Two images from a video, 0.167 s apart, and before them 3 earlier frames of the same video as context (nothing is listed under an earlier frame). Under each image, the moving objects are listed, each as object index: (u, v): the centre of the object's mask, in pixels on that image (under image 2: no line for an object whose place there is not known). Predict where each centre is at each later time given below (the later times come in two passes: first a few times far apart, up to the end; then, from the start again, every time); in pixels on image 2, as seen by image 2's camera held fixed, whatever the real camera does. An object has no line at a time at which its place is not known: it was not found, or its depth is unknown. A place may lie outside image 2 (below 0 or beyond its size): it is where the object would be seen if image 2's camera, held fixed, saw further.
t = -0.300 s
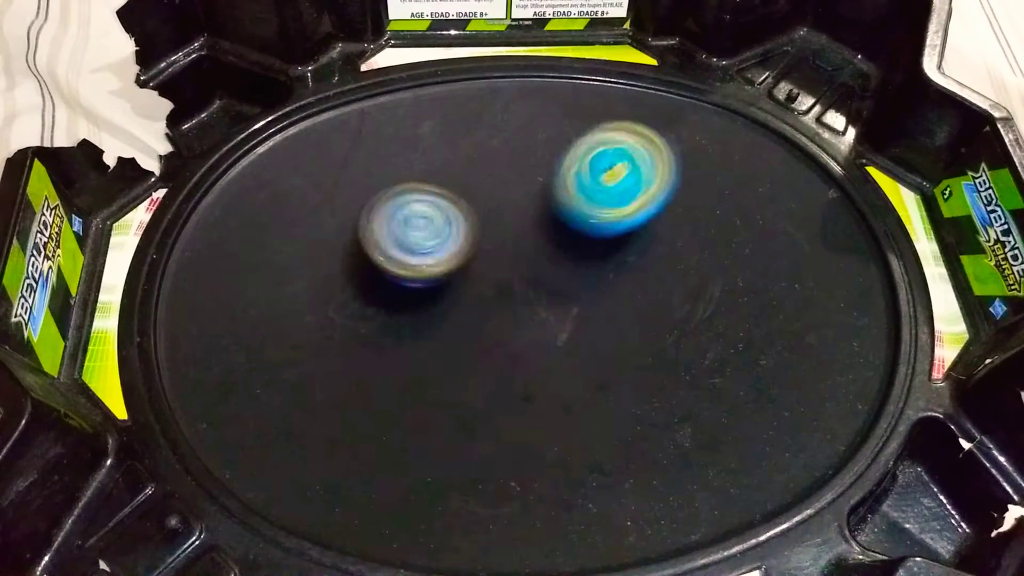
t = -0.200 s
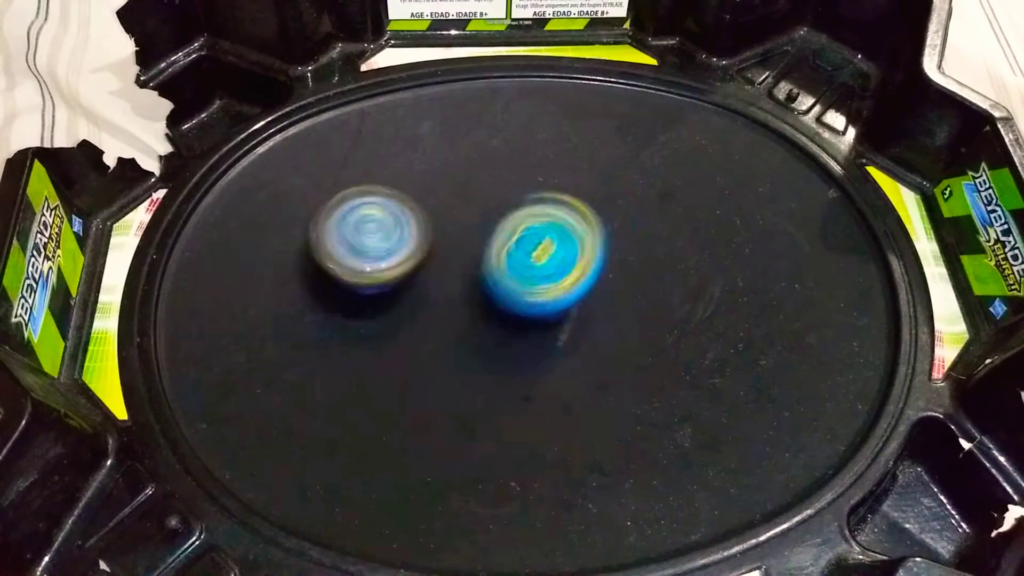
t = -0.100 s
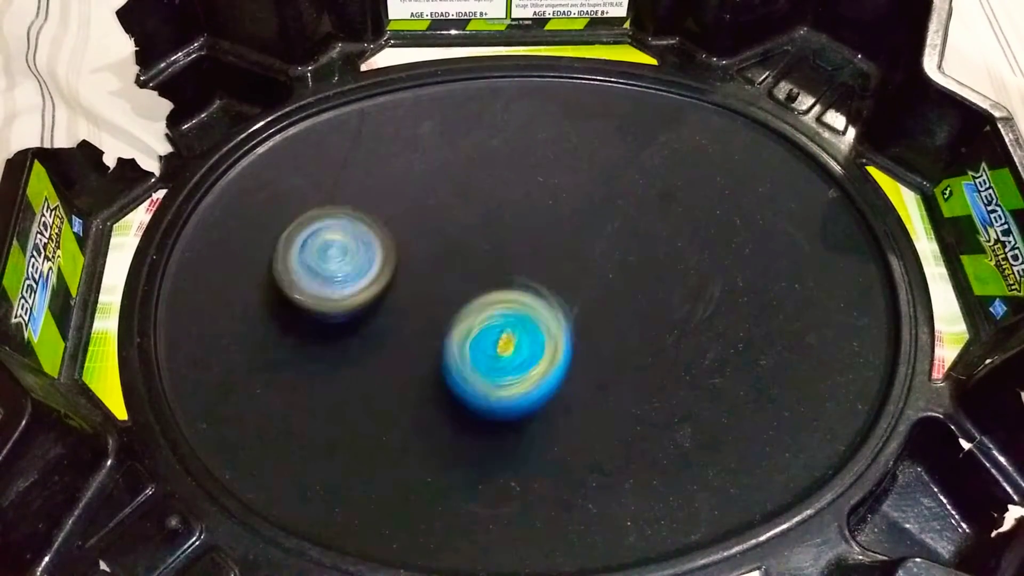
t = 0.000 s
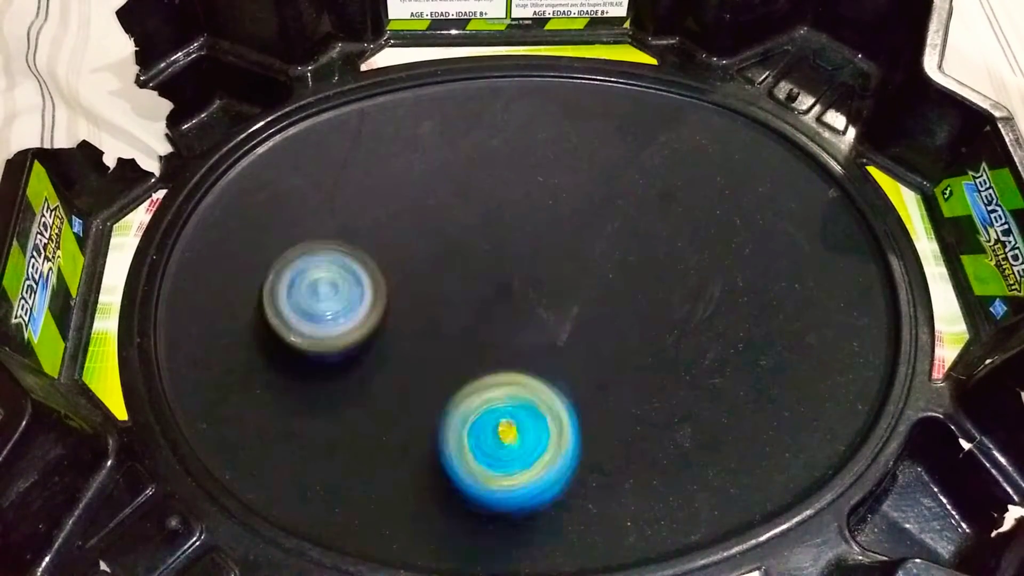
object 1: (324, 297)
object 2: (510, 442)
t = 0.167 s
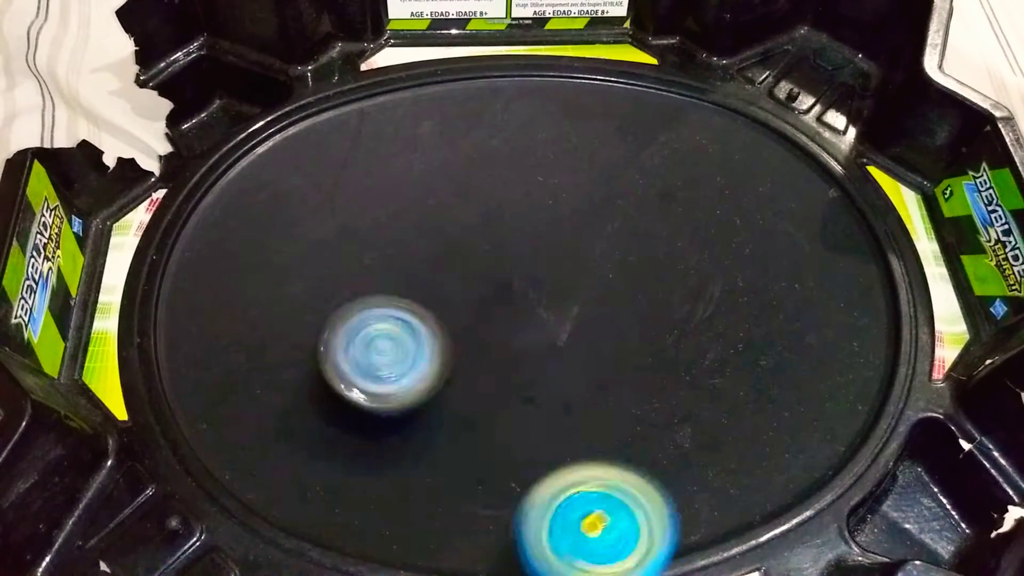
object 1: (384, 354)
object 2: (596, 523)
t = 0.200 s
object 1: (403, 360)
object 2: (616, 516)
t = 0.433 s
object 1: (520, 334)
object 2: (653, 405)
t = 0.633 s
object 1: (528, 261)
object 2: (625, 346)
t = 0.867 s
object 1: (459, 191)
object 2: (513, 387)
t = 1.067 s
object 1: (378, 224)
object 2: (469, 409)
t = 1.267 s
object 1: (367, 263)
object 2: (466, 448)
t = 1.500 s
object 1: (320, 196)
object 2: (572, 473)
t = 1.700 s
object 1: (334, 227)
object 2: (545, 349)
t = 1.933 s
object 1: (333, 251)
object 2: (585, 323)
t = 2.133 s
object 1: (339, 286)
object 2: (703, 296)
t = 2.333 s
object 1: (426, 329)
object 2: (663, 249)
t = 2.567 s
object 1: (487, 376)
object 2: (589, 294)
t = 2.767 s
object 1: (502, 427)
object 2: (583, 322)
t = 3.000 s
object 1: (481, 448)
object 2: (571, 339)
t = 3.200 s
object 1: (408, 435)
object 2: (565, 300)
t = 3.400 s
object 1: (358, 372)
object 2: (517, 299)
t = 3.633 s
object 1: (332, 282)
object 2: (491, 356)
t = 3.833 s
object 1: (345, 225)
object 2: (566, 387)
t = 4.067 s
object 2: (575, 334)
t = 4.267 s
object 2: (525, 342)
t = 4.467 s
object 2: (532, 402)
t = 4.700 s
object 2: (526, 450)
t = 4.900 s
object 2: (495, 426)
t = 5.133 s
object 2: (465, 348)
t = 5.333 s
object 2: (494, 287)
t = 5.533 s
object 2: (521, 233)
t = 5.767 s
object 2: (548, 262)
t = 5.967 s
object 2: (558, 303)
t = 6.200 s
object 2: (534, 374)
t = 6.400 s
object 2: (542, 389)
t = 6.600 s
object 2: (539, 363)
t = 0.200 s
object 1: (403, 360)
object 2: (616, 516)
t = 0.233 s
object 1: (422, 365)
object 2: (633, 504)
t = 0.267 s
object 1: (443, 367)
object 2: (646, 489)
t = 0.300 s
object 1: (465, 368)
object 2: (653, 470)
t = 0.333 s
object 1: (485, 366)
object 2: (652, 450)
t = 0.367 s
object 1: (506, 363)
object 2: (644, 427)
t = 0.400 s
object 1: (519, 352)
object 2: (642, 412)
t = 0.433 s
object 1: (520, 334)
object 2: (653, 405)
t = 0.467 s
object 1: (525, 319)
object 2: (660, 398)
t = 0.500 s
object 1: (527, 306)
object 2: (662, 391)
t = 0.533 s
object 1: (526, 293)
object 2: (661, 381)
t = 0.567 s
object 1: (526, 283)
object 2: (656, 369)
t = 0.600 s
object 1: (527, 272)
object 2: (643, 358)
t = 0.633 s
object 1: (528, 261)
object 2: (625, 346)
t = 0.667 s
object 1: (528, 249)
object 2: (606, 341)
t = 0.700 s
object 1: (520, 232)
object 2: (593, 347)
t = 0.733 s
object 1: (511, 218)
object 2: (578, 353)
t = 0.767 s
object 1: (501, 208)
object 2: (560, 362)
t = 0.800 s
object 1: (489, 201)
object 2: (542, 371)
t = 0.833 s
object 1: (474, 194)
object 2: (527, 379)
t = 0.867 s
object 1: (459, 191)
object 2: (513, 387)
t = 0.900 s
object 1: (443, 189)
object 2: (502, 396)
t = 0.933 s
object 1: (427, 191)
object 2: (493, 403)
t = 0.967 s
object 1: (413, 194)
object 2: (487, 406)
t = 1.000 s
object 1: (398, 202)
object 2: (479, 409)
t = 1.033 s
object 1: (387, 212)
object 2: (473, 409)
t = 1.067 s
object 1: (378, 224)
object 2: (469, 409)
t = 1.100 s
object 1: (371, 238)
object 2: (464, 407)
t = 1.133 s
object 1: (367, 254)
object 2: (459, 402)
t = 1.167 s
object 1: (367, 271)
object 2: (454, 396)
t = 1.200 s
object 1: (371, 288)
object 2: (447, 391)
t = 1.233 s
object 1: (372, 284)
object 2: (453, 417)
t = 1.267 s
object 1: (367, 263)
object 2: (466, 448)
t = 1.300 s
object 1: (361, 245)
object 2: (478, 474)
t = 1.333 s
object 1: (355, 232)
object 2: (490, 487)
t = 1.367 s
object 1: (347, 221)
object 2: (504, 496)
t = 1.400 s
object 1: (338, 212)
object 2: (522, 499)
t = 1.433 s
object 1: (331, 204)
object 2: (540, 497)
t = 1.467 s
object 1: (325, 199)
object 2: (557, 487)
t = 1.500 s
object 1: (320, 196)
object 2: (572, 473)
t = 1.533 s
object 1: (316, 196)
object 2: (579, 452)
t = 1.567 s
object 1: (316, 199)
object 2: (582, 431)
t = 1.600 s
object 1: (315, 204)
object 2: (578, 409)
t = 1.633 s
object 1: (319, 210)
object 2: (570, 386)
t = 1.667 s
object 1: (325, 218)
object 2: (558, 367)
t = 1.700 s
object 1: (334, 227)
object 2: (545, 349)
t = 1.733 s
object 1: (345, 238)
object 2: (529, 330)
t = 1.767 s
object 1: (359, 249)
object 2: (511, 315)
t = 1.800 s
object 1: (374, 260)
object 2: (494, 301)
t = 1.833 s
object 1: (363, 255)
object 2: (513, 306)
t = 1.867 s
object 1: (348, 250)
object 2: (540, 314)
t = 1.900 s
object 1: (339, 250)
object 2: (564, 321)
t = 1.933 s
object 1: (333, 251)
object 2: (585, 323)
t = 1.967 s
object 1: (329, 254)
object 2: (607, 323)
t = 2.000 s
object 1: (327, 259)
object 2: (631, 322)
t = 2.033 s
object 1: (326, 264)
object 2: (651, 319)
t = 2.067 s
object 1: (328, 270)
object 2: (670, 312)
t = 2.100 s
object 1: (332, 278)
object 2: (689, 305)
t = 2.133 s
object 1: (339, 286)
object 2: (703, 296)
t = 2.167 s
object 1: (350, 294)
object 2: (711, 283)
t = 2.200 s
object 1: (362, 303)
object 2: (714, 271)
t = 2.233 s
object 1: (376, 311)
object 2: (710, 261)
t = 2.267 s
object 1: (391, 317)
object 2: (699, 252)
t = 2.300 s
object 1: (408, 324)
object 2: (684, 248)
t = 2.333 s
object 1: (426, 329)
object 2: (663, 249)
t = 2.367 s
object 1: (443, 333)
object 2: (642, 253)
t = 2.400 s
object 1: (461, 337)
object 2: (621, 259)
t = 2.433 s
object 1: (478, 340)
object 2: (602, 269)
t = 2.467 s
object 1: (488, 345)
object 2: (588, 278)
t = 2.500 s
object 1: (487, 355)
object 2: (587, 283)
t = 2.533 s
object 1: (486, 366)
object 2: (588, 288)
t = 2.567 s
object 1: (487, 376)
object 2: (589, 294)
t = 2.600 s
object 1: (490, 386)
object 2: (588, 300)
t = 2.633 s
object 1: (494, 396)
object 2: (586, 305)
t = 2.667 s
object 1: (498, 404)
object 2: (585, 309)
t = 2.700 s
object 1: (503, 410)
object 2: (584, 316)
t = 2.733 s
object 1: (503, 418)
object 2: (582, 318)
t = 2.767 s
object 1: (502, 427)
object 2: (583, 322)
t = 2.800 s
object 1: (500, 435)
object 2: (582, 326)
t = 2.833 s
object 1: (499, 441)
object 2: (579, 331)
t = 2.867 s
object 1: (498, 444)
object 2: (577, 336)
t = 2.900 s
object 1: (497, 446)
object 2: (573, 340)
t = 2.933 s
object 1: (496, 446)
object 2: (569, 343)
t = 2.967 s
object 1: (494, 444)
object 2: (566, 345)
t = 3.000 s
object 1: (481, 448)
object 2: (571, 339)
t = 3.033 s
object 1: (467, 451)
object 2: (576, 330)
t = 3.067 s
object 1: (455, 451)
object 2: (578, 322)
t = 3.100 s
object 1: (442, 450)
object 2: (578, 315)
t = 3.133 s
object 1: (430, 446)
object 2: (575, 308)
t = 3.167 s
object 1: (419, 442)
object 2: (570, 303)
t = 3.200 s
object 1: (408, 435)
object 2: (565, 300)
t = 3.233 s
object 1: (398, 427)
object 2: (558, 297)
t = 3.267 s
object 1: (388, 417)
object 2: (552, 296)
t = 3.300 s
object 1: (379, 406)
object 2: (544, 296)
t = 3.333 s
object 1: (371, 396)
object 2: (537, 297)
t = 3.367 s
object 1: (364, 384)
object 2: (527, 297)
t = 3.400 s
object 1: (358, 372)
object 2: (517, 299)
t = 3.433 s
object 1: (353, 360)
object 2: (505, 302)
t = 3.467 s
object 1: (349, 347)
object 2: (493, 307)
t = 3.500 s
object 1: (345, 335)
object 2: (485, 313)
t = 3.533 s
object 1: (343, 322)
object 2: (477, 322)
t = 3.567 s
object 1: (341, 309)
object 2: (475, 336)
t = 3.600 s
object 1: (333, 295)
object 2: (480, 346)
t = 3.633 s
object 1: (332, 282)
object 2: (491, 356)
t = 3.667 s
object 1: (331, 271)
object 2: (501, 365)
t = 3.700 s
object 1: (331, 261)
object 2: (512, 374)
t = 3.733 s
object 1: (333, 251)
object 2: (524, 380)
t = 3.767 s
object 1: (336, 242)
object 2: (539, 385)
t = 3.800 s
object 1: (339, 233)
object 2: (551, 388)
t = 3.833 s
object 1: (345, 225)
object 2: (566, 387)
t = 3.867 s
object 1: (351, 219)
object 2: (578, 384)
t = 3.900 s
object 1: (357, 215)
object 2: (588, 377)
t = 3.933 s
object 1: (363, 212)
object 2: (593, 369)
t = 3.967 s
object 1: (371, 212)
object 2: (593, 358)
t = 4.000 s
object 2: (589, 349)
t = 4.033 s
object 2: (581, 341)
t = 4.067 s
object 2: (575, 334)
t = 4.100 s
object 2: (565, 326)
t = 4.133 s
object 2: (553, 319)
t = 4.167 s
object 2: (541, 315)
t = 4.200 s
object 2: (529, 320)
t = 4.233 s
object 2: (524, 330)
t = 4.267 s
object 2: (525, 342)
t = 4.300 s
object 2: (524, 353)
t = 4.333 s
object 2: (524, 365)
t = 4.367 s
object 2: (525, 375)
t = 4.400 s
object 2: (527, 386)
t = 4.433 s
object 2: (528, 394)
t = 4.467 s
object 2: (532, 402)
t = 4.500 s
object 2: (537, 405)
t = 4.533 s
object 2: (539, 409)
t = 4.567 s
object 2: (534, 420)
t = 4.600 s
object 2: (532, 429)
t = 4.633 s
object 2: (530, 440)
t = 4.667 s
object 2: (528, 446)
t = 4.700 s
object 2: (526, 450)
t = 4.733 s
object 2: (523, 450)
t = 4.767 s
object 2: (519, 450)
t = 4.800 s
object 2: (518, 445)
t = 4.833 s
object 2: (511, 442)
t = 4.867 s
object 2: (502, 432)
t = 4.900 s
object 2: (495, 426)
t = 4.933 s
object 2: (485, 416)
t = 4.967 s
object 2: (475, 402)
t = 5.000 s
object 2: (468, 391)
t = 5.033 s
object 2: (467, 381)
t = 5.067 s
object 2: (466, 370)
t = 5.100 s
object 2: (463, 358)
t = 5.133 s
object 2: (465, 348)
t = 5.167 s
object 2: (468, 337)
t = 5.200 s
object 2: (469, 324)
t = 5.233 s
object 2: (476, 315)
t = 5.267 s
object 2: (483, 305)
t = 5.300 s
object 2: (488, 295)
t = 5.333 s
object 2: (494, 287)
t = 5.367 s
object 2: (494, 272)
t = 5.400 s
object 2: (498, 257)
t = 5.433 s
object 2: (503, 249)
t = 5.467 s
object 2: (507, 240)
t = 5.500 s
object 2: (515, 236)
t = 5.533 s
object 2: (521, 233)
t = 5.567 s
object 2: (528, 233)
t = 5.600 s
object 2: (534, 232)
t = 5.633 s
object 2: (539, 234)
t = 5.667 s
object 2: (545, 237)
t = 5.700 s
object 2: (549, 246)
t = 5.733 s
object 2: (550, 253)
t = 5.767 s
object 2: (548, 262)
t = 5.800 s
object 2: (551, 269)
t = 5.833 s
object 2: (557, 276)
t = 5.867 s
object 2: (561, 280)
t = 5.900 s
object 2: (565, 288)
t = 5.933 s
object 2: (561, 296)
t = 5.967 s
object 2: (558, 303)
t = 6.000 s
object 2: (557, 312)
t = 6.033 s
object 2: (550, 322)
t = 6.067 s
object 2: (544, 331)
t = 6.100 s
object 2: (540, 343)
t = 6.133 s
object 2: (537, 355)
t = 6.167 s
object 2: (535, 365)
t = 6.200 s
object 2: (534, 374)
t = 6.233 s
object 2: (536, 379)
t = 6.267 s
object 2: (539, 383)
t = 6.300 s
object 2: (541, 387)
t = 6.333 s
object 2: (543, 390)
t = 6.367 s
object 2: (544, 390)
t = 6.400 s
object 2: (542, 389)
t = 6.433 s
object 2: (540, 386)
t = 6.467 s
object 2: (539, 383)
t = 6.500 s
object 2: (538, 379)
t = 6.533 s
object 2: (537, 375)
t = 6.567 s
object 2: (537, 369)
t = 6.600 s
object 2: (539, 363)
